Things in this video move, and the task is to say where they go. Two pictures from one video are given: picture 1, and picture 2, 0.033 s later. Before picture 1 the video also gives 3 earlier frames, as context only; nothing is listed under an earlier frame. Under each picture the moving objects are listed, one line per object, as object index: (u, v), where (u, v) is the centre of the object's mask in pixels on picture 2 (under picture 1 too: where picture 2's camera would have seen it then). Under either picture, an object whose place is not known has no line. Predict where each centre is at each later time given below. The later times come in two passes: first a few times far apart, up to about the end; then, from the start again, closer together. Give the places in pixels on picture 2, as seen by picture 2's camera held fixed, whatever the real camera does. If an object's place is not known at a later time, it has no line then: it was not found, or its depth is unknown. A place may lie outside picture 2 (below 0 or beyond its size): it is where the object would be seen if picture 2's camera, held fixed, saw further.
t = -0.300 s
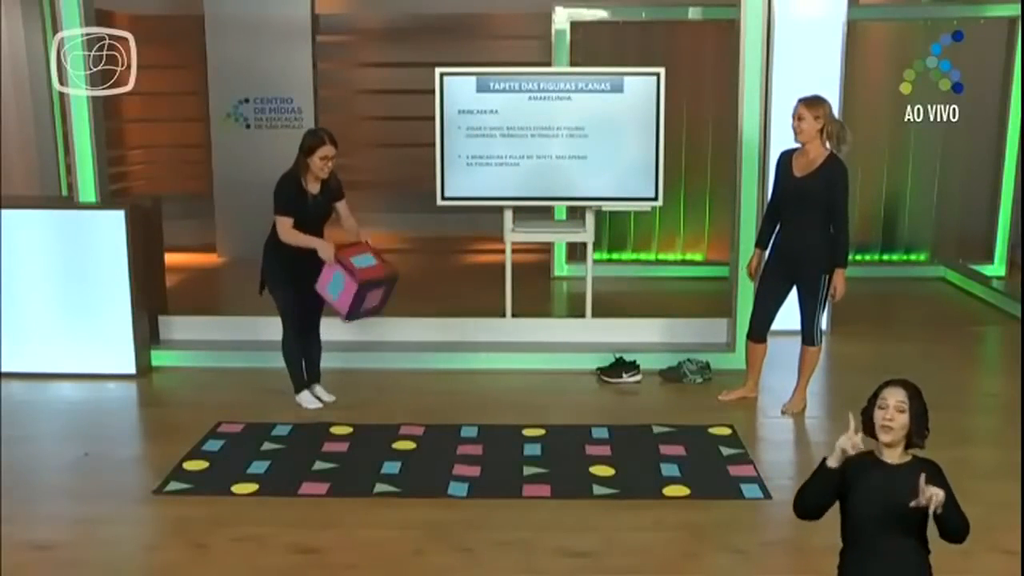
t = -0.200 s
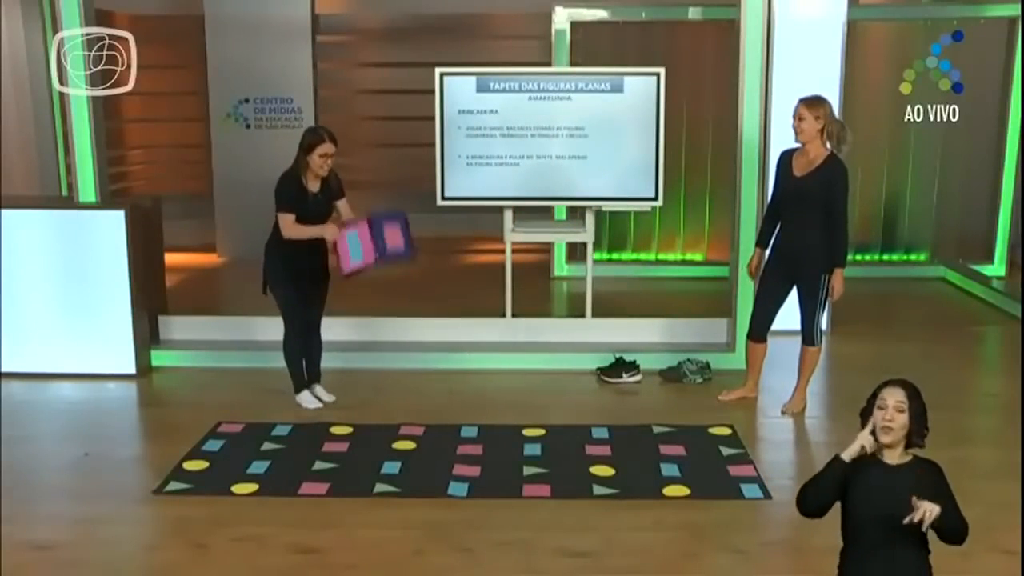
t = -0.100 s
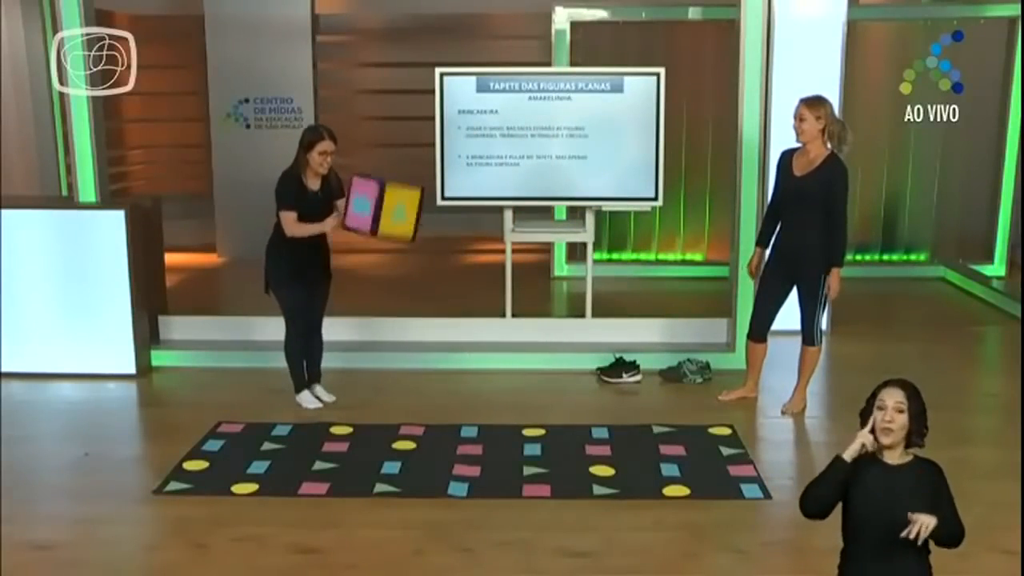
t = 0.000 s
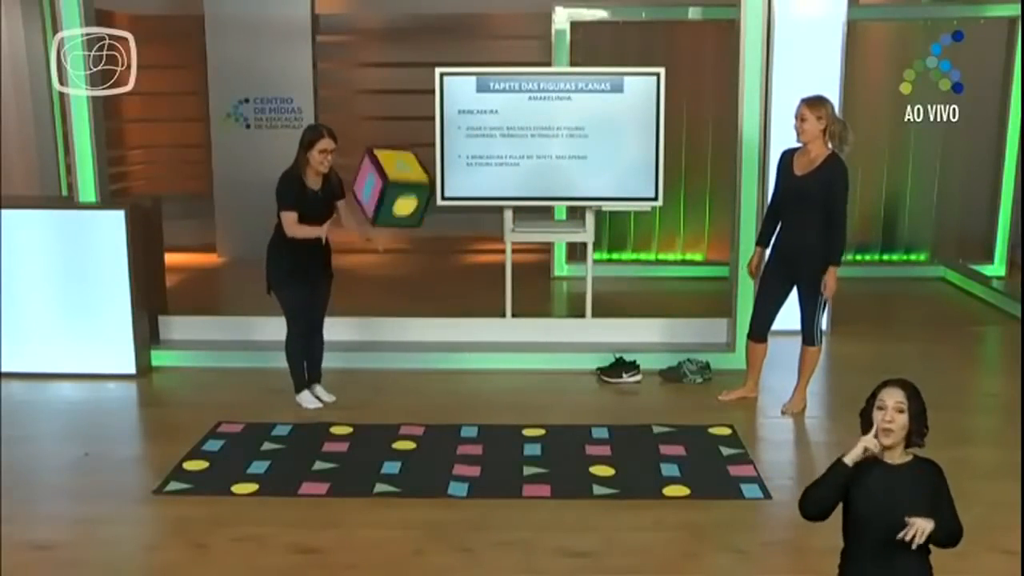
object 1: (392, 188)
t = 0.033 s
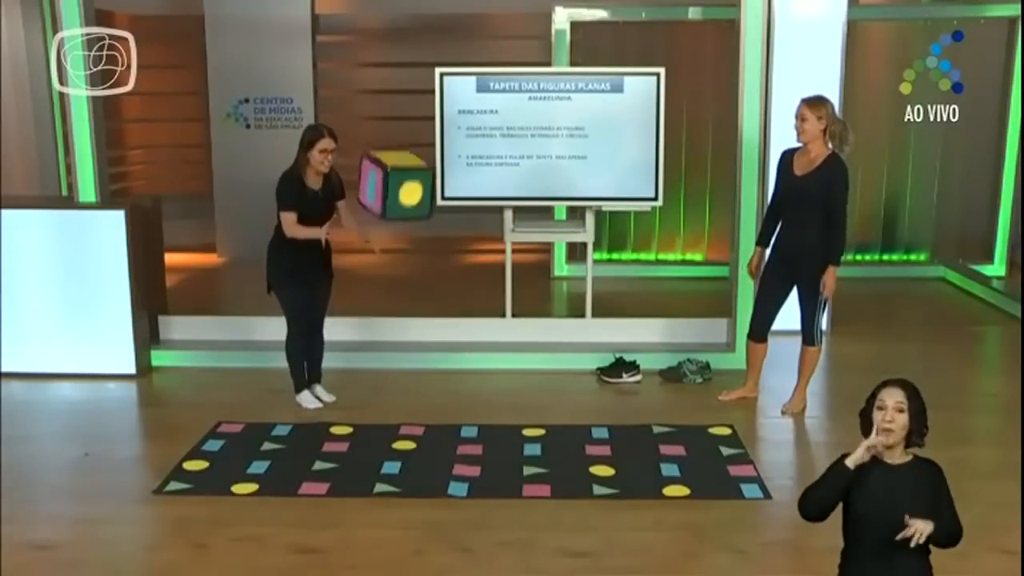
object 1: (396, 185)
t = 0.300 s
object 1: (425, 239)
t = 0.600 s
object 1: (457, 416)
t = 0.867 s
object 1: (446, 418)
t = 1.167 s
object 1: (448, 451)
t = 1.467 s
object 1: (445, 460)
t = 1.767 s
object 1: (445, 460)
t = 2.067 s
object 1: (445, 460)
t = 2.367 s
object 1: (445, 460)
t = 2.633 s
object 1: (445, 460)
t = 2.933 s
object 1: (445, 460)
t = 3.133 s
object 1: (445, 460)
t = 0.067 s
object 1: (399, 185)
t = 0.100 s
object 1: (403, 185)
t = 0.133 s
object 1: (407, 190)
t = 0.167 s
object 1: (410, 195)
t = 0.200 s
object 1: (414, 204)
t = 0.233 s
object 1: (418, 214)
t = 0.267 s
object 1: (420, 222)
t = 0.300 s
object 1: (425, 239)
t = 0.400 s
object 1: (438, 291)
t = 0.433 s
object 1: (443, 315)
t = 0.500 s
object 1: (451, 363)
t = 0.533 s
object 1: (456, 392)
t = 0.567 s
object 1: (459, 413)
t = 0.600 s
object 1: (457, 416)
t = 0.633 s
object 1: (455, 412)
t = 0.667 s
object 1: (454, 410)
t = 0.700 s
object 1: (452, 410)
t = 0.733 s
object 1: (449, 411)
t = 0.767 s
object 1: (449, 414)
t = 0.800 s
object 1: (448, 416)
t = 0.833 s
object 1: (447, 419)
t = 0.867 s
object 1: (446, 418)
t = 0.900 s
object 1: (445, 425)
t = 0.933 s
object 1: (445, 434)
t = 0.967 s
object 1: (444, 443)
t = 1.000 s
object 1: (444, 446)
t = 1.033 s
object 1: (445, 446)
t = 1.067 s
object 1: (446, 446)
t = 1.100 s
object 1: (446, 447)
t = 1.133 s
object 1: (447, 449)
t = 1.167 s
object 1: (448, 451)
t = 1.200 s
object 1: (447, 454)
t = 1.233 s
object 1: (447, 457)
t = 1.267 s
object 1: (446, 459)
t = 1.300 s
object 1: (446, 459)
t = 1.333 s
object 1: (446, 460)
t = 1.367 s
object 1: (445, 460)
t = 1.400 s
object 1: (445, 460)
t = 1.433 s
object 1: (445, 460)
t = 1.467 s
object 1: (445, 460)
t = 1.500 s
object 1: (445, 460)
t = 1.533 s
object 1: (445, 460)
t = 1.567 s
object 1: (445, 460)
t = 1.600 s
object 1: (445, 460)
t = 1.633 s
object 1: (445, 460)
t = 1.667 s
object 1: (445, 460)
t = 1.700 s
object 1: (445, 460)
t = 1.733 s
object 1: (445, 460)
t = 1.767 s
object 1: (445, 460)
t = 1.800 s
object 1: (445, 460)
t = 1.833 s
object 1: (445, 460)
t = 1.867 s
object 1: (445, 460)
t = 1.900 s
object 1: (445, 460)
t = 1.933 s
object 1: (445, 460)
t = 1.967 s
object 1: (445, 460)
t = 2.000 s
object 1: (445, 460)
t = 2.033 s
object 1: (445, 460)
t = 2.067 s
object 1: (445, 460)
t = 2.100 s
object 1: (445, 460)
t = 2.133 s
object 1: (445, 460)
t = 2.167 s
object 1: (445, 460)
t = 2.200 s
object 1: (445, 460)
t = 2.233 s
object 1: (445, 460)
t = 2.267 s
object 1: (445, 460)
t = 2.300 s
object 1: (445, 460)
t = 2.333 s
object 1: (445, 460)
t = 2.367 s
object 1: (445, 460)
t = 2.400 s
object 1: (445, 460)
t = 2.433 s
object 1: (445, 460)
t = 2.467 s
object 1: (445, 460)
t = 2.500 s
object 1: (445, 460)
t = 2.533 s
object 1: (445, 460)
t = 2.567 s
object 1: (445, 460)
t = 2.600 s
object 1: (445, 460)
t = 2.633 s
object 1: (445, 460)
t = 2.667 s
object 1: (445, 460)
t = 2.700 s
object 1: (445, 460)
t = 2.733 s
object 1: (445, 460)
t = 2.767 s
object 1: (445, 460)
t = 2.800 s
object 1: (445, 460)
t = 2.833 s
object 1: (445, 460)
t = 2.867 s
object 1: (445, 460)
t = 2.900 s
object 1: (445, 460)
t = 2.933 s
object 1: (445, 460)
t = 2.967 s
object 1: (445, 460)
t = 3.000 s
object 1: (445, 460)
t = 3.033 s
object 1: (445, 460)
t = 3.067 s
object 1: (445, 460)
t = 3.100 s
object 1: (445, 460)
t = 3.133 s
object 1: (445, 460)
